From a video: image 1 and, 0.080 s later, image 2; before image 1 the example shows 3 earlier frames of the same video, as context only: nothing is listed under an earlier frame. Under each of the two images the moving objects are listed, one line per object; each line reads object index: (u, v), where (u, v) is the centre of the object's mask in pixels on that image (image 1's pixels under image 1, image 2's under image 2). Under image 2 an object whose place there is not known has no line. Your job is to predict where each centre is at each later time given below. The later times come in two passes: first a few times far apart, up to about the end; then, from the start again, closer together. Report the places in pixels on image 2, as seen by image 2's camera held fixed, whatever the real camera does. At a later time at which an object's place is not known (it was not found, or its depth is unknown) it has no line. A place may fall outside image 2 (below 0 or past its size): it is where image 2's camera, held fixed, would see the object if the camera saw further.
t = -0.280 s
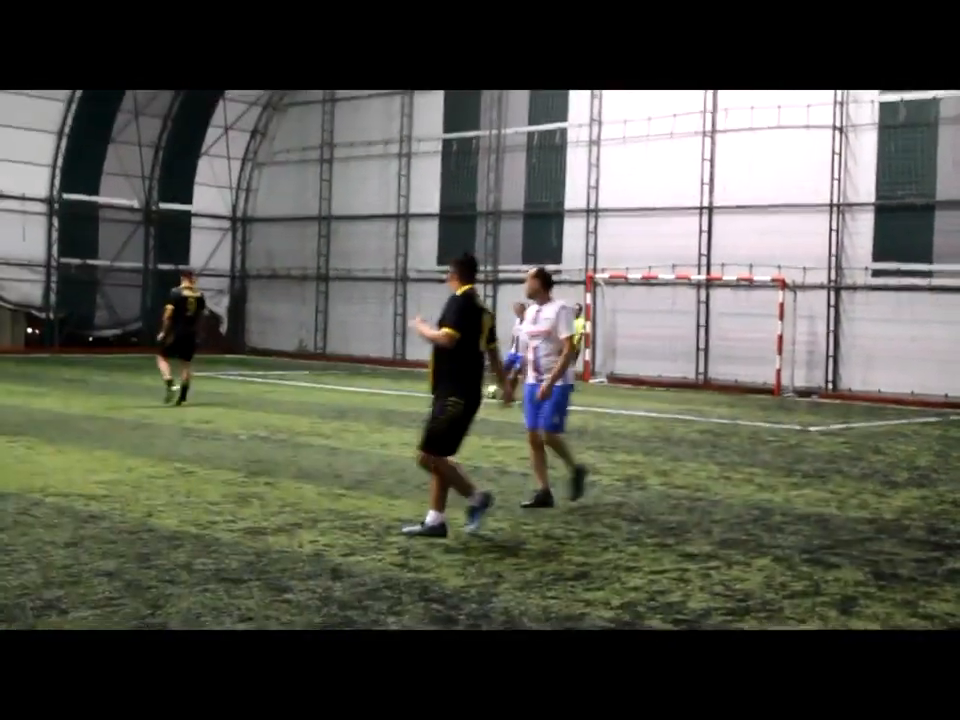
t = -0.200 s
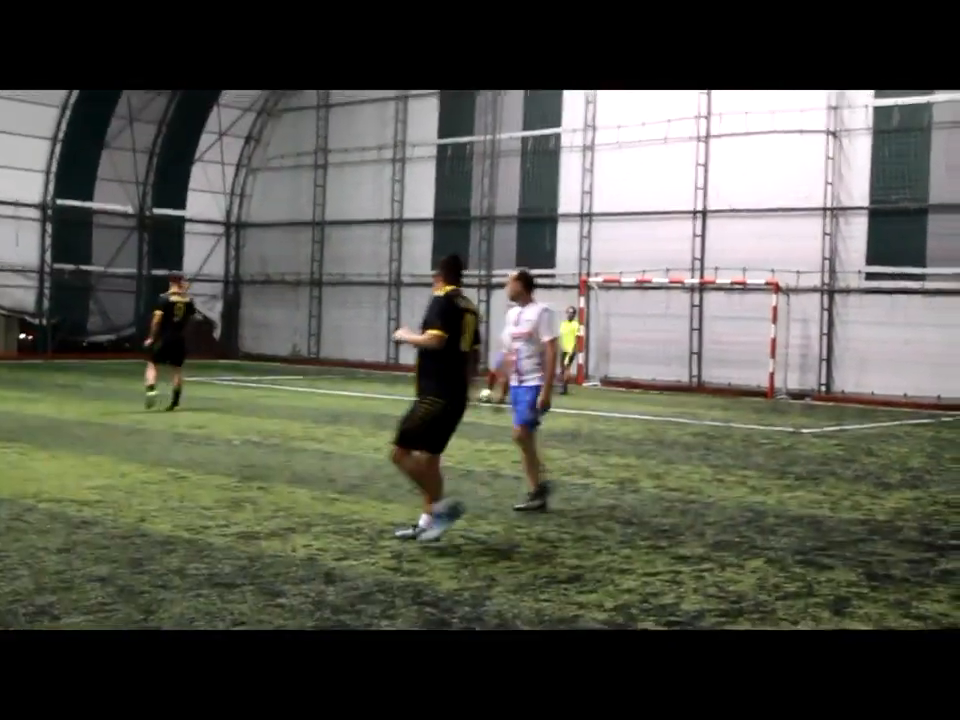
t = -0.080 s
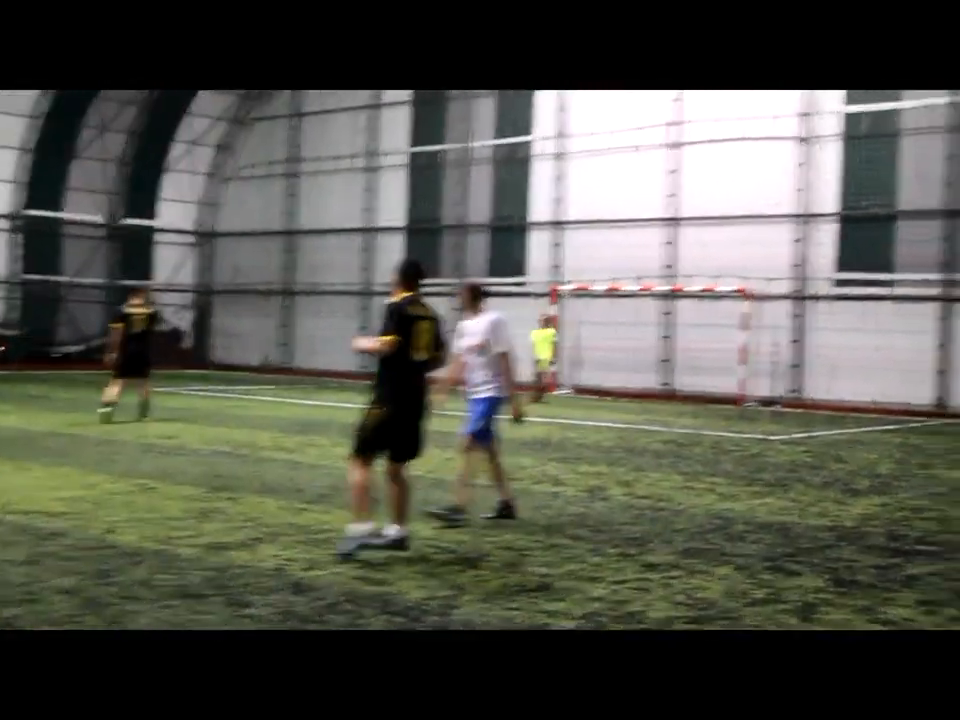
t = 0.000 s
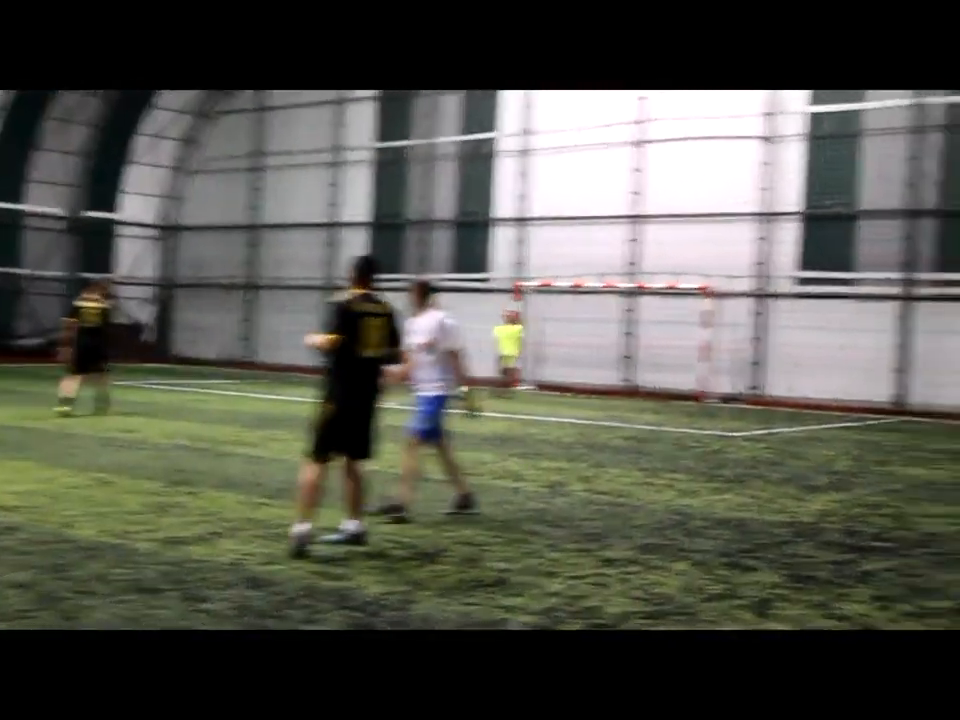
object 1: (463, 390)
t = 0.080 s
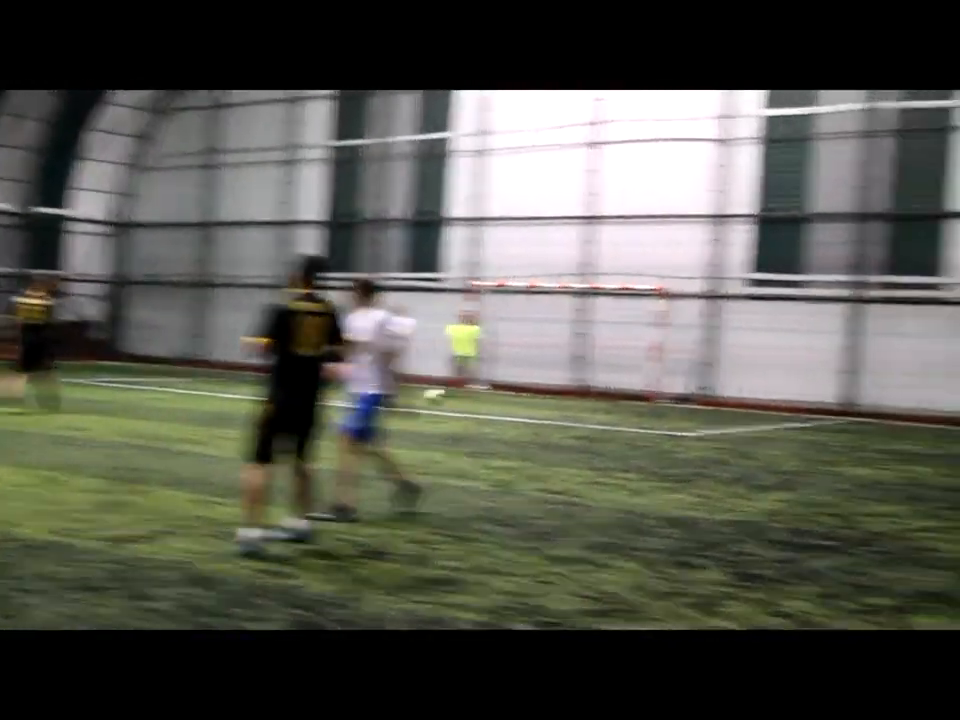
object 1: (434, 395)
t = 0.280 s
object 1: (493, 421)
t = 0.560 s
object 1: (577, 424)
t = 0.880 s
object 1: (684, 443)
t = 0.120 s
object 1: (444, 400)
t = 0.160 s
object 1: (455, 405)
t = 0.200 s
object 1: (469, 413)
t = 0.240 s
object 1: (481, 423)
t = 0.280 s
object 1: (493, 421)
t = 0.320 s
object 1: (504, 418)
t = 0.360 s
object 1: (517, 413)
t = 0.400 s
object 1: (526, 414)
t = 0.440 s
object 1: (538, 415)
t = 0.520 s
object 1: (564, 419)
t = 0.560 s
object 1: (577, 424)
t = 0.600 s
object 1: (590, 431)
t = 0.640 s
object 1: (604, 440)
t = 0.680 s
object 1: (619, 451)
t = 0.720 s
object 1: (635, 458)
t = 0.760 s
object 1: (645, 454)
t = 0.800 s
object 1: (660, 446)
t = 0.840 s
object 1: (672, 444)
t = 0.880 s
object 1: (684, 443)
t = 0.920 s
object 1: (698, 443)
